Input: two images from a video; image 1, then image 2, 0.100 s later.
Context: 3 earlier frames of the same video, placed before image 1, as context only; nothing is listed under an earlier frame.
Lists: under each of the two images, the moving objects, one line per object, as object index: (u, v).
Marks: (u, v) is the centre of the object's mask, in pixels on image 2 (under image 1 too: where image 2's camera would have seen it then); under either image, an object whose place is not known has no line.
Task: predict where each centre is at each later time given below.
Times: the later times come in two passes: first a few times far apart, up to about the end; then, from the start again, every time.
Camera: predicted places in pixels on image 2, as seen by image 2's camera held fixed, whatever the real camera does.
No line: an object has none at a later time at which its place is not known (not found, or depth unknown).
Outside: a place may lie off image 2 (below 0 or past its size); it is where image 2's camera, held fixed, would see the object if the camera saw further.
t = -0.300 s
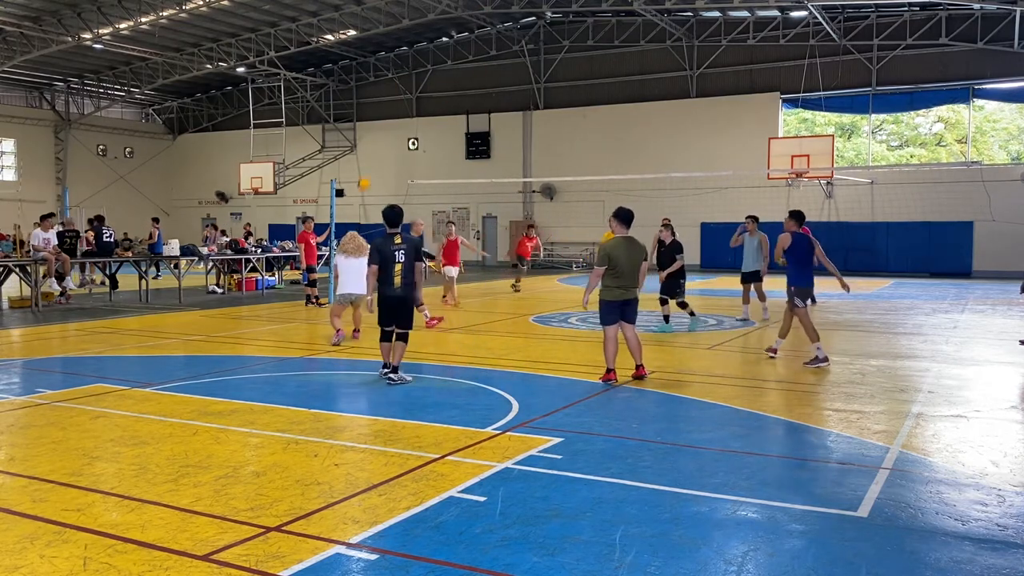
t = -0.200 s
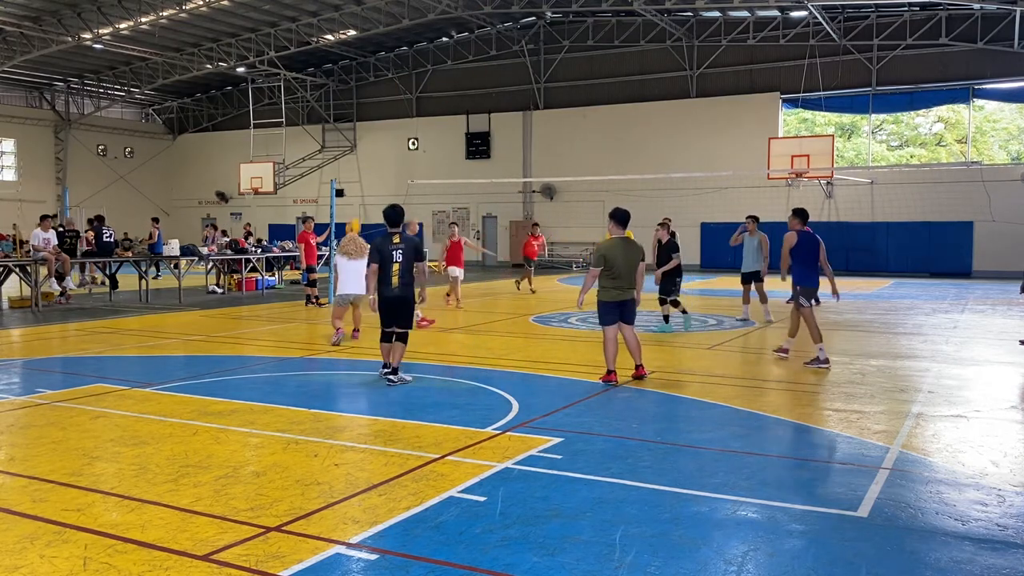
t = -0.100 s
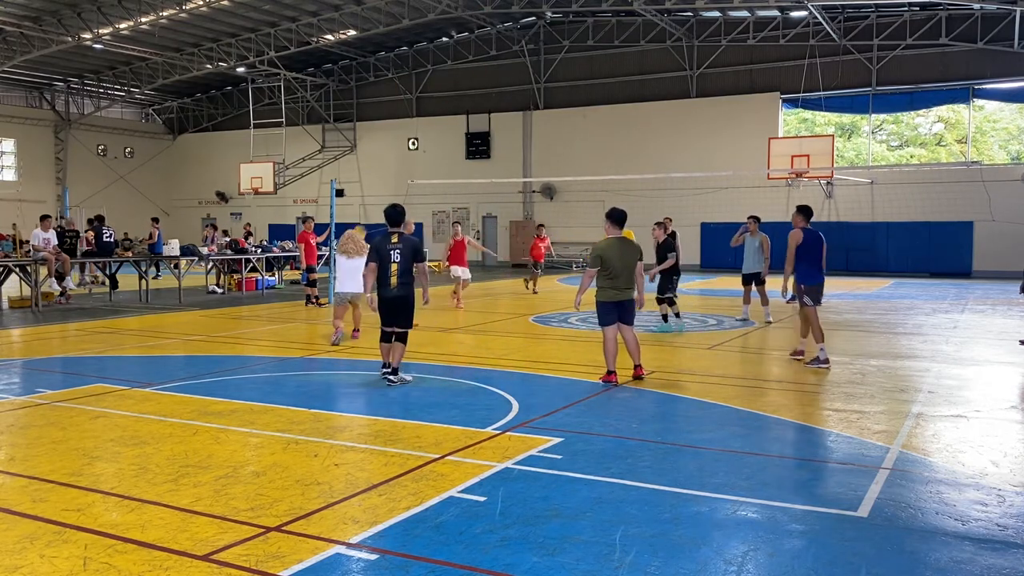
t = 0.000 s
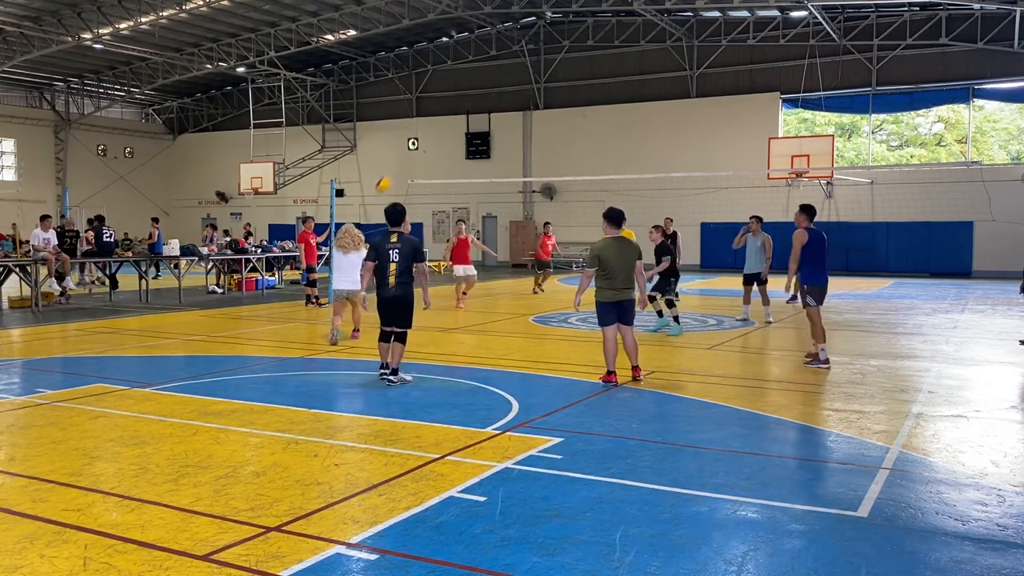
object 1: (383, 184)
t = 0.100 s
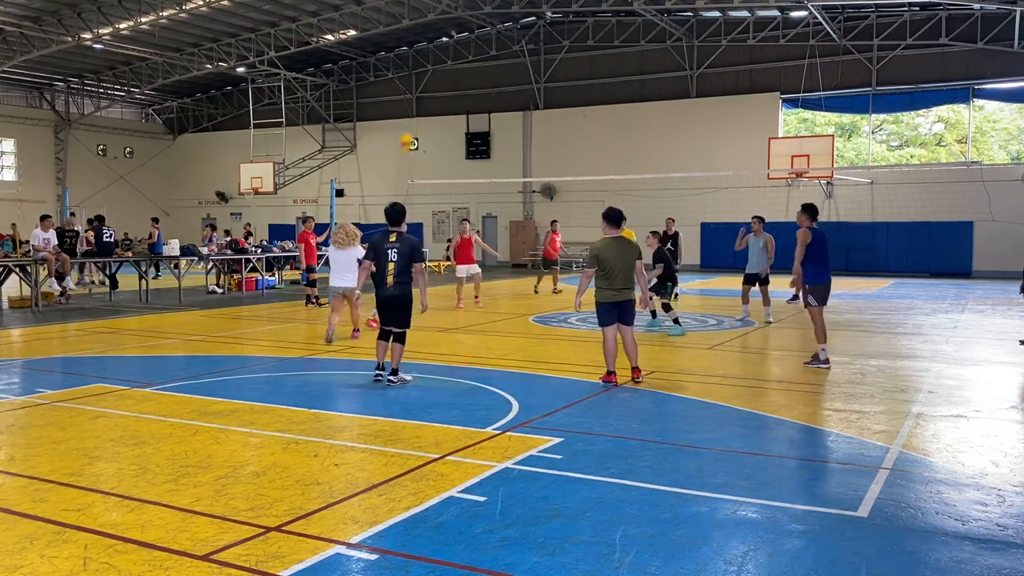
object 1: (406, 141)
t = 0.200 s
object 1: (430, 107)
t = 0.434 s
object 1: (482, 56)
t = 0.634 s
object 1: (525, 44)
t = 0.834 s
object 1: (565, 60)
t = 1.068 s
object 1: (608, 111)
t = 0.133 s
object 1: (414, 129)
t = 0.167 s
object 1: (422, 117)
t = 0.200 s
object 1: (430, 107)
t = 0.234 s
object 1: (438, 98)
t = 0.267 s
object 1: (445, 89)
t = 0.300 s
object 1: (452, 81)
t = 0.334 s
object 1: (460, 74)
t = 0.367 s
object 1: (468, 67)
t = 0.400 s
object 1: (475, 61)
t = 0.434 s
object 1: (482, 56)
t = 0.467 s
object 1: (490, 52)
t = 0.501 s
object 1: (496, 49)
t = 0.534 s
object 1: (503, 47)
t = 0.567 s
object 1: (510, 45)
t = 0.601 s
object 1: (518, 44)
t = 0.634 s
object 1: (525, 44)
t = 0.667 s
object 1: (531, 45)
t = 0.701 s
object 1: (538, 47)
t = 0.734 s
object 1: (545, 49)
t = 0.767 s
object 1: (552, 52)
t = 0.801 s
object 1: (558, 56)
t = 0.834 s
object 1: (565, 60)
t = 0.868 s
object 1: (571, 66)
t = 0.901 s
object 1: (578, 71)
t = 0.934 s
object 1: (584, 78)
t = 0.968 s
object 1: (590, 86)
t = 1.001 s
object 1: (596, 94)
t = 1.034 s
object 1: (603, 101)
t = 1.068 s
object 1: (608, 111)
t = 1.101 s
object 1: (614, 122)
